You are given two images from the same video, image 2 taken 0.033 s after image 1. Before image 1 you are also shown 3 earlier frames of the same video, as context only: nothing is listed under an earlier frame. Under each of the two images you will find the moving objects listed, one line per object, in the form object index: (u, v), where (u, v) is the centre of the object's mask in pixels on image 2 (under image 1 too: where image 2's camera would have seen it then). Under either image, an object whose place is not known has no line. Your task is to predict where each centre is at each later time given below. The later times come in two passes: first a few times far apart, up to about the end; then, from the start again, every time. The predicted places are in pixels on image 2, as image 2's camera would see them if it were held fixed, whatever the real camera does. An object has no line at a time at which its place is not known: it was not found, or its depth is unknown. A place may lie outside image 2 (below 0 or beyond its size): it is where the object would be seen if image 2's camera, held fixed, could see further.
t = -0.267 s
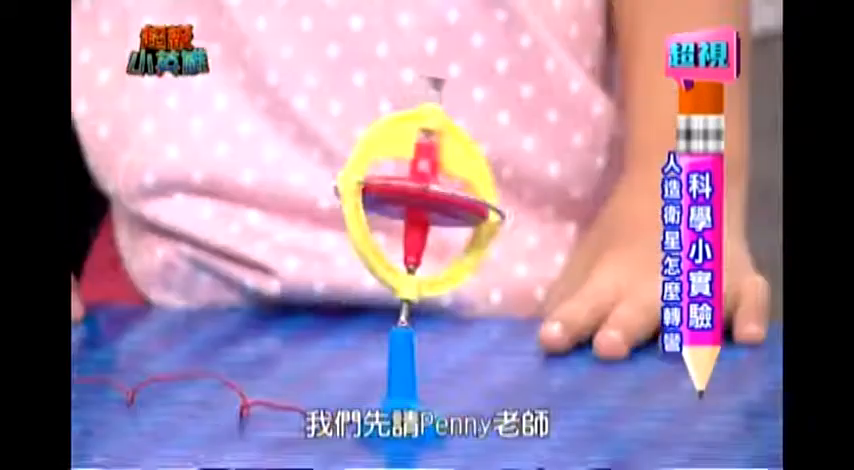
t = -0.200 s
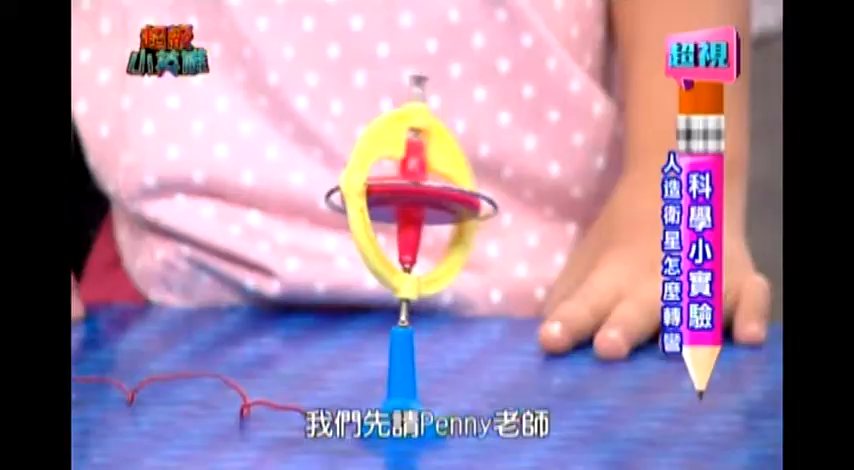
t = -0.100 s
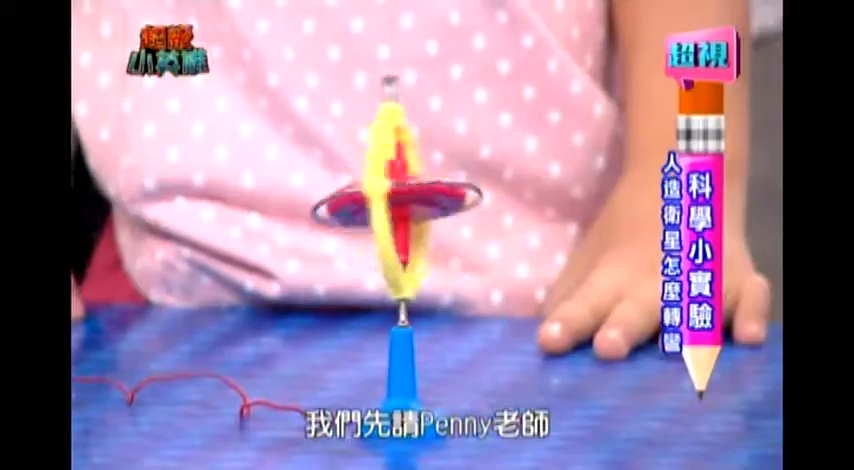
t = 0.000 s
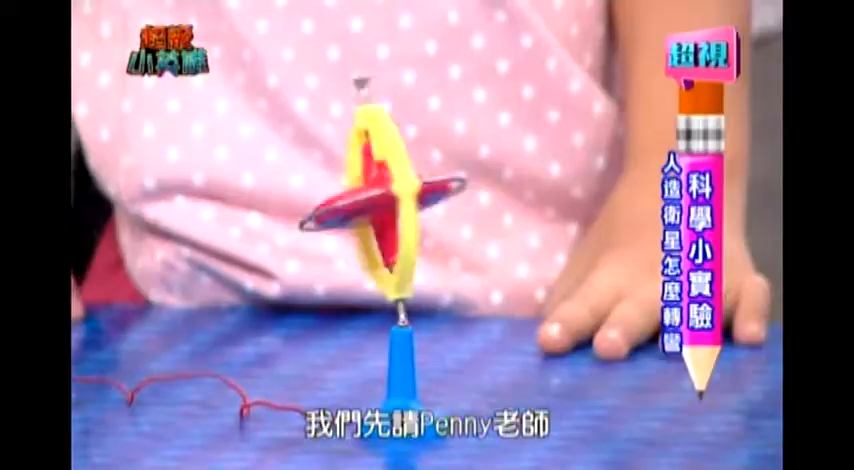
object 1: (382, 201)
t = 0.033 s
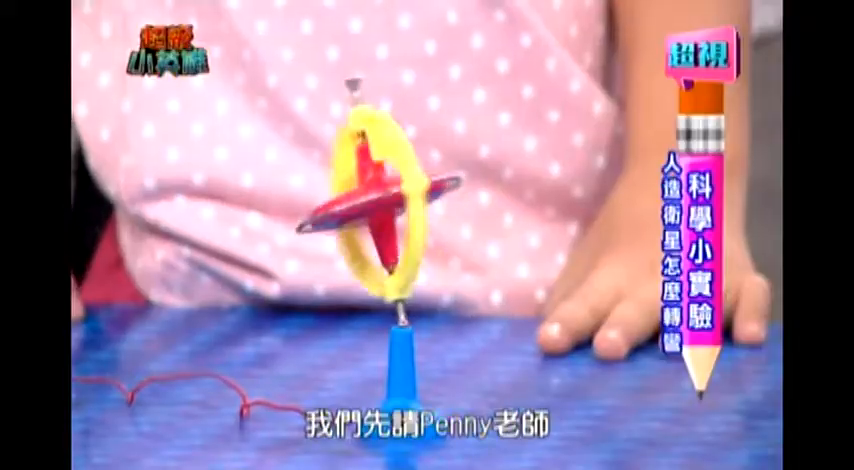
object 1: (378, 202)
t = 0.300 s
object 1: (370, 208)
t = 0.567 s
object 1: (400, 212)
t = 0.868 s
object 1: (435, 208)
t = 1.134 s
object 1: (418, 202)
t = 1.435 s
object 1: (374, 203)
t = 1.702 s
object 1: (369, 210)
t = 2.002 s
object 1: (412, 211)
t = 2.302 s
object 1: (436, 207)
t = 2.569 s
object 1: (405, 201)
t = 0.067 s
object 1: (374, 202)
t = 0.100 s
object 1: (371, 203)
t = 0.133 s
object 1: (369, 204)
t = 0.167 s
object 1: (368, 206)
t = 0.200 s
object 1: (368, 207)
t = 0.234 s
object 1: (368, 207)
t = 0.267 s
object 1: (369, 207)
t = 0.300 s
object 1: (370, 208)
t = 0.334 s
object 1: (372, 209)
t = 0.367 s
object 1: (374, 210)
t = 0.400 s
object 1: (377, 210)
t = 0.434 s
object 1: (380, 211)
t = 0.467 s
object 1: (385, 212)
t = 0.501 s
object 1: (390, 212)
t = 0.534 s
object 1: (395, 212)
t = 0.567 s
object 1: (400, 212)
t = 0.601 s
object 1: (406, 212)
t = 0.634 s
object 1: (411, 212)
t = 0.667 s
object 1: (416, 212)
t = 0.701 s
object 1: (421, 212)
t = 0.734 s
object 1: (425, 211)
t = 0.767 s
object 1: (428, 210)
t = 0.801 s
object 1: (432, 209)
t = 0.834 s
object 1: (434, 208)
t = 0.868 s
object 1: (435, 208)
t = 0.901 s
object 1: (436, 207)
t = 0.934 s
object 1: (436, 206)
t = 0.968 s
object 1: (435, 205)
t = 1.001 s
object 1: (433, 205)
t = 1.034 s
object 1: (431, 204)
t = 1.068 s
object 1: (427, 204)
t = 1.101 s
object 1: (423, 203)
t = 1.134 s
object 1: (418, 202)
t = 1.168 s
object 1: (414, 202)
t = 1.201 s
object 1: (409, 201)
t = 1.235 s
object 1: (404, 201)
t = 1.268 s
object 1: (398, 200)
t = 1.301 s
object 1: (392, 199)
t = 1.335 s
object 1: (387, 199)
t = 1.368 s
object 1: (382, 200)
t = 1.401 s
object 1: (378, 202)
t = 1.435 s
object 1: (374, 203)
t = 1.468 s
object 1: (370, 204)
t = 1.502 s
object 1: (368, 205)
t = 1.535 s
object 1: (367, 206)
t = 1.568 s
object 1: (365, 207)
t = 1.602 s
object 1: (364, 208)
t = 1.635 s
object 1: (365, 208)
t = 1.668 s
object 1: (367, 209)
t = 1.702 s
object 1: (369, 210)
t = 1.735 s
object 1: (371, 210)
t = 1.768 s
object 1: (375, 211)
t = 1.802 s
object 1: (379, 212)
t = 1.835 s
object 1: (384, 213)
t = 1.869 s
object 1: (388, 212)
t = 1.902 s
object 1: (394, 212)
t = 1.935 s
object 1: (399, 212)
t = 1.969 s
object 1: (406, 211)
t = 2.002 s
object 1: (412, 211)
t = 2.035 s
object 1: (417, 211)
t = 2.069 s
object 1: (423, 211)
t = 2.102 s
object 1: (427, 211)
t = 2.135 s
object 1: (430, 210)
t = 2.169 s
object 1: (433, 210)
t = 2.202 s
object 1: (435, 209)
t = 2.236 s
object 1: (437, 209)
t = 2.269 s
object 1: (437, 208)
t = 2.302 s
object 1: (436, 207)
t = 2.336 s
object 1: (435, 206)
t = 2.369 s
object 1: (433, 206)
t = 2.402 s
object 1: (431, 205)
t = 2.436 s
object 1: (427, 203)
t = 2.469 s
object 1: (422, 202)
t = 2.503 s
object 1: (417, 202)
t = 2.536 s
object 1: (411, 201)
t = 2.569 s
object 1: (405, 201)
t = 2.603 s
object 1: (400, 202)
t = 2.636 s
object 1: (393, 200)
